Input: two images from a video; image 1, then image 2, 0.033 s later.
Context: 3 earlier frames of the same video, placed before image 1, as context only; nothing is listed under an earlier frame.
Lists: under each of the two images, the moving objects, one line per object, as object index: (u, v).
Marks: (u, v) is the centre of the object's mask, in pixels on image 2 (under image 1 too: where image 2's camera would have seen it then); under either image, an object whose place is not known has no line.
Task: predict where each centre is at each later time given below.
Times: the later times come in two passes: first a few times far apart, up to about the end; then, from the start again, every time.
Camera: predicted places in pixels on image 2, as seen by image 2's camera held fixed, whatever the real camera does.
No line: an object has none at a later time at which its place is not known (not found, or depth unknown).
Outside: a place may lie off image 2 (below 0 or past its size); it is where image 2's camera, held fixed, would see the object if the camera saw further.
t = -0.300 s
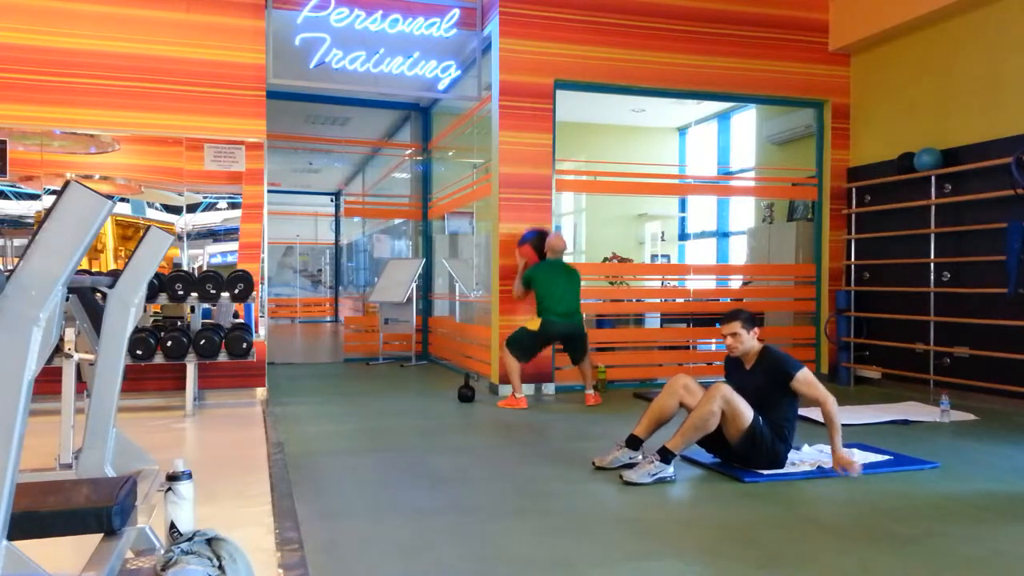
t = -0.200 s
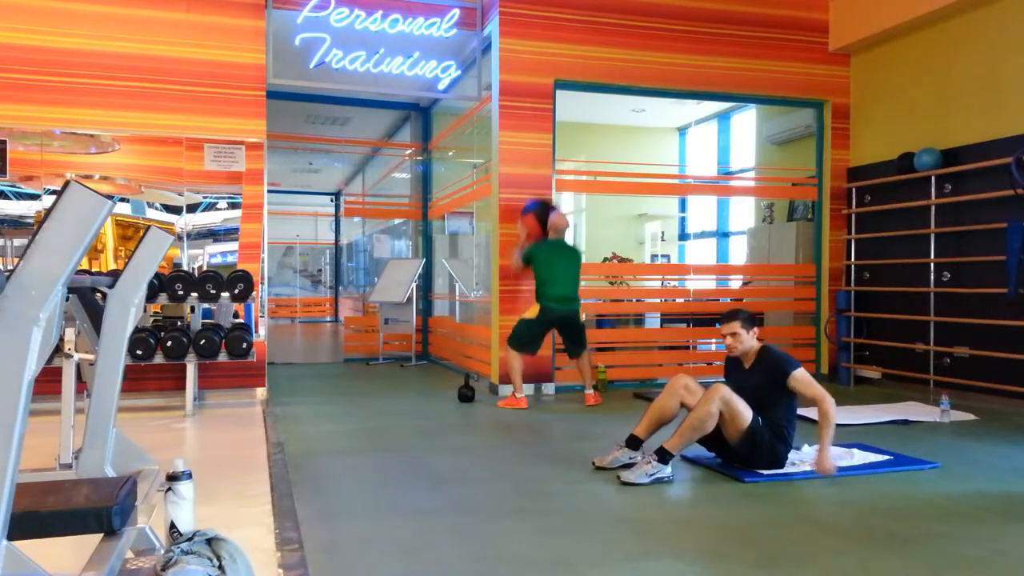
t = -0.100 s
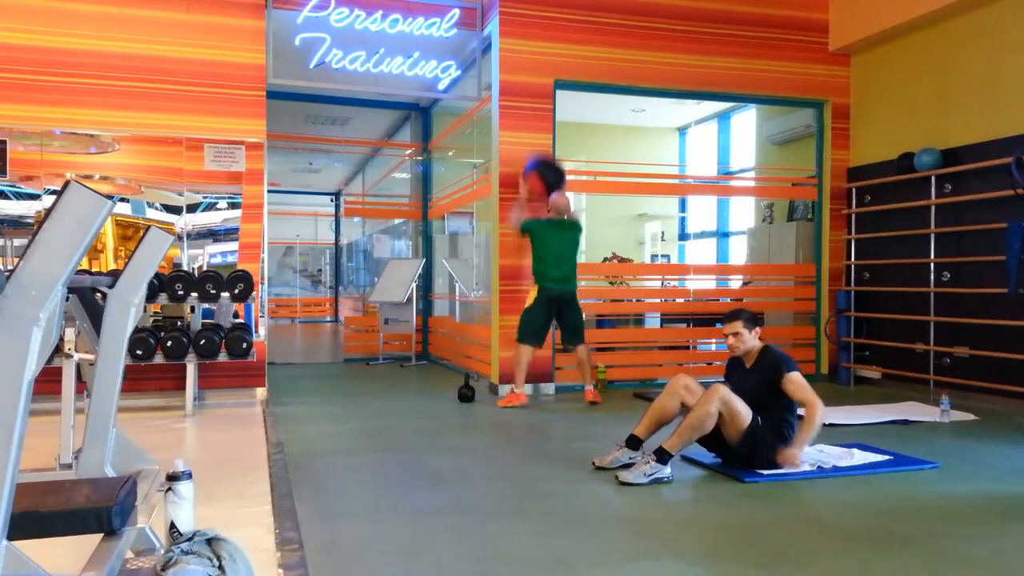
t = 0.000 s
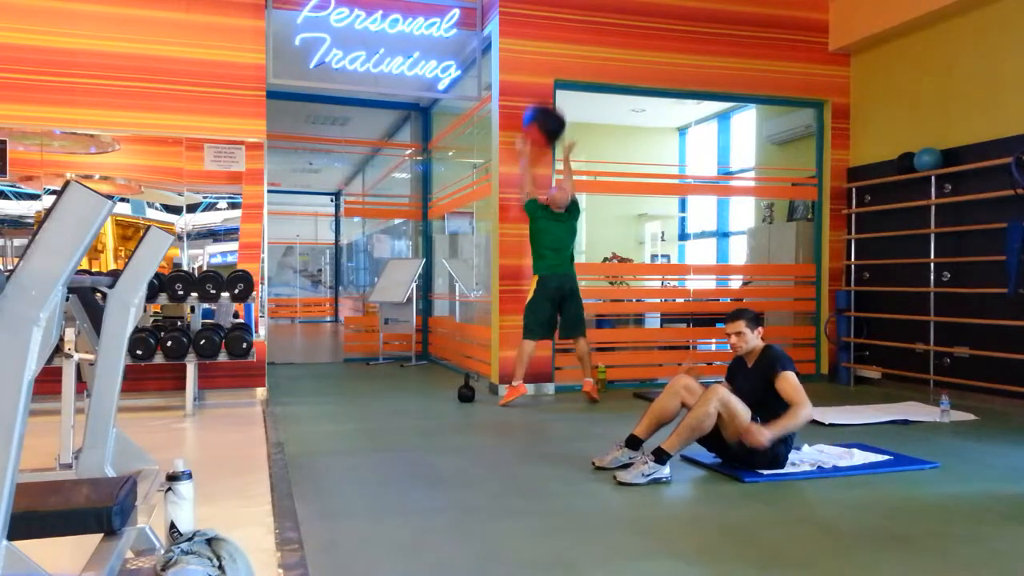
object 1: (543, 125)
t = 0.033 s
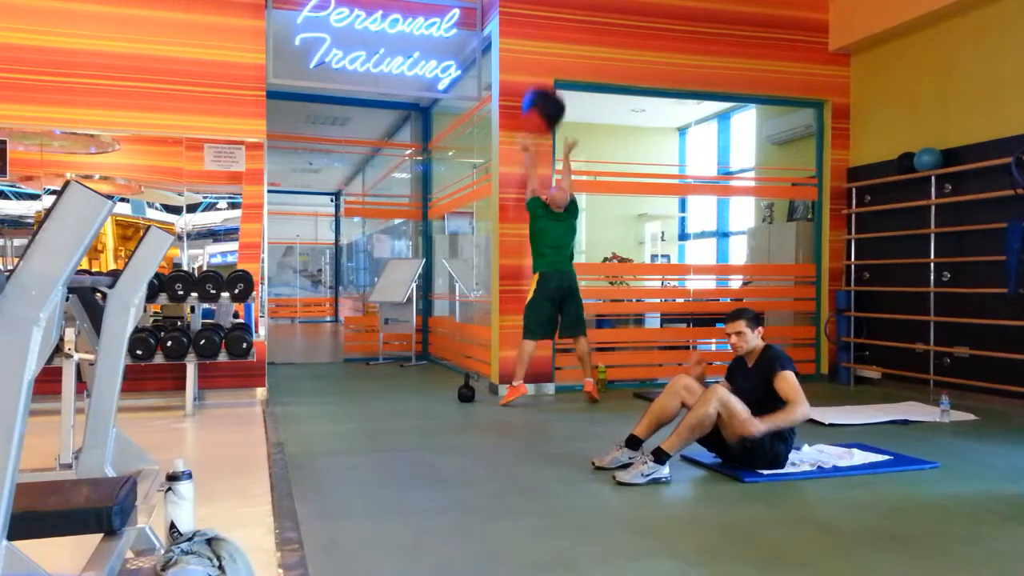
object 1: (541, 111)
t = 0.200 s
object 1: (541, 55)
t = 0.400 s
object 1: (541, 35)
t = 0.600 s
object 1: (544, 57)
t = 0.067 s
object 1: (542, 96)
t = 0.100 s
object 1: (541, 84)
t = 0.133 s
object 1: (542, 70)
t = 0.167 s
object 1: (541, 64)
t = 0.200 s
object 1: (541, 55)
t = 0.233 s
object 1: (541, 48)
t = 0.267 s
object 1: (541, 43)
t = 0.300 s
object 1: (541, 39)
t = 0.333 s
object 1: (541, 36)
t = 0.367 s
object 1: (541, 35)
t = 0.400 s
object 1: (541, 35)
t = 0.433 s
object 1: (542, 35)
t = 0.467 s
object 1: (542, 36)
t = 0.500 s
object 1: (543, 39)
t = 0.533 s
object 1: (543, 43)
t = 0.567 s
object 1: (543, 50)
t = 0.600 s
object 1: (544, 57)
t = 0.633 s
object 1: (544, 66)
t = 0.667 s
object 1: (544, 76)
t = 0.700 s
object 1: (545, 86)
